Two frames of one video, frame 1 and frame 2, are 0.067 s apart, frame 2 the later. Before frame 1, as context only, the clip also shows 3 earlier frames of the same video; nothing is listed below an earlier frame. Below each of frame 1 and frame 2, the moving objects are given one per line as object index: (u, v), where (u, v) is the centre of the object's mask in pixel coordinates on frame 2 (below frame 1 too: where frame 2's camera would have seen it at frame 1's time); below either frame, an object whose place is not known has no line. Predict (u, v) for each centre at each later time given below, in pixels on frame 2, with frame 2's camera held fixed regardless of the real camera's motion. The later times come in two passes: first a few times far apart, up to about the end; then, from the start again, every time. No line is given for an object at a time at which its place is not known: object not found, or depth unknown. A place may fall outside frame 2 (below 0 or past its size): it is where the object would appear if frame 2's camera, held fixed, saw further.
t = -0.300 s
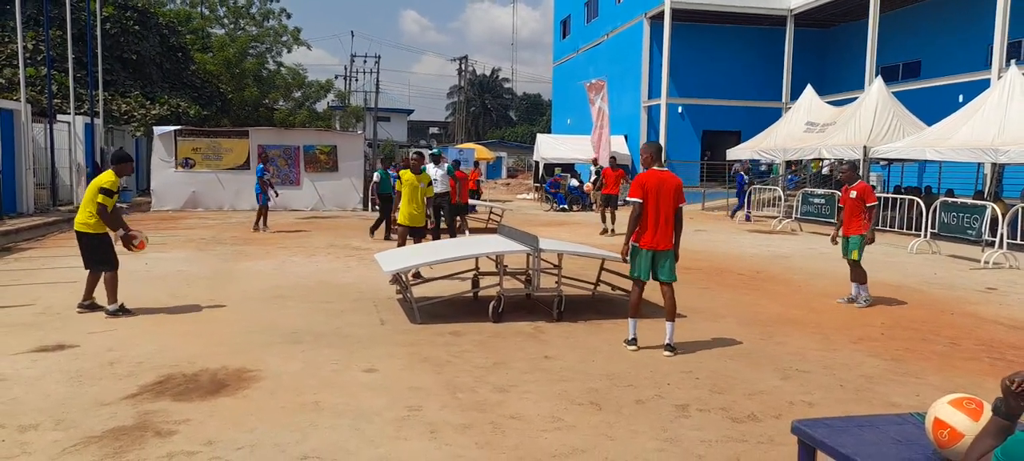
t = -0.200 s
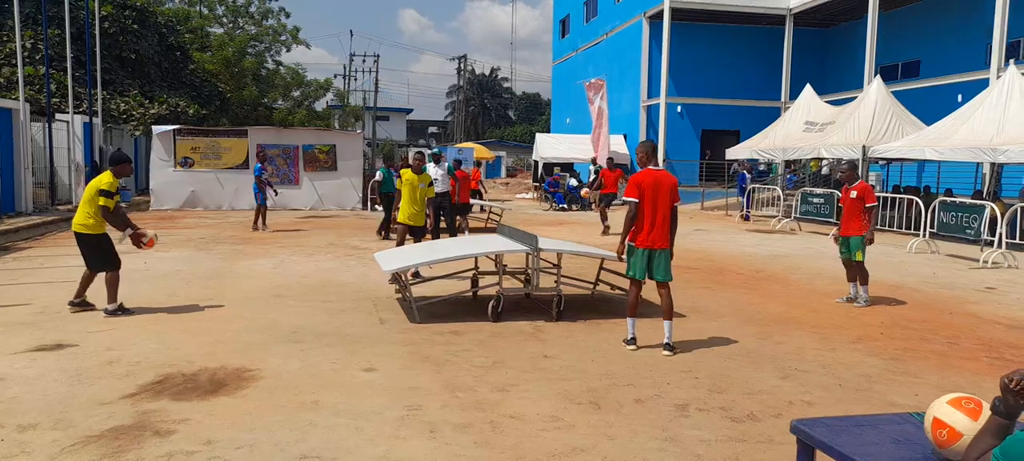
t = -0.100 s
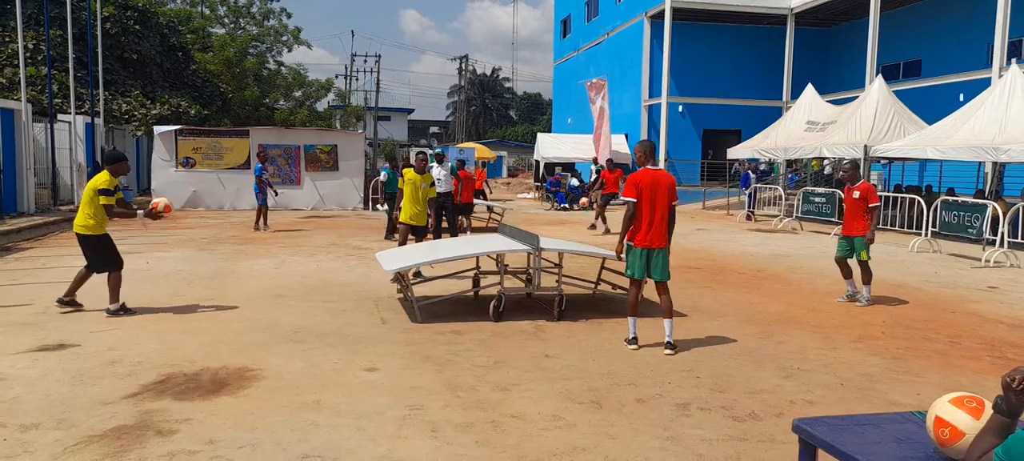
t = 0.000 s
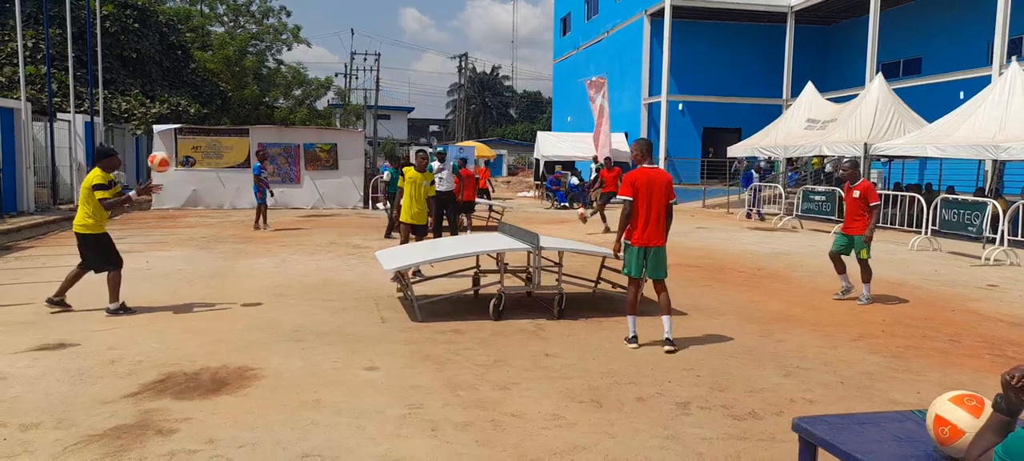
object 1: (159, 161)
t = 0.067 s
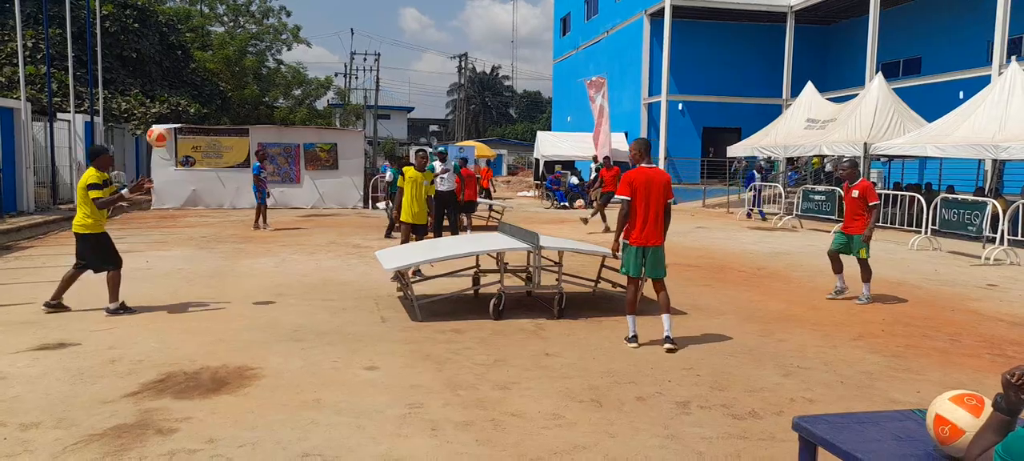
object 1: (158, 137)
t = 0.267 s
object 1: (154, 88)
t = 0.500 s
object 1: (151, 81)
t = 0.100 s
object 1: (157, 125)
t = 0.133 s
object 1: (157, 116)
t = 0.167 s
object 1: (156, 108)
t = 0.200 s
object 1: (156, 100)
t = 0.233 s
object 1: (155, 93)
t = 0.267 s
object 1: (154, 88)
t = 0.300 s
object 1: (154, 84)
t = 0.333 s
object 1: (153, 81)
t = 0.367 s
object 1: (153, 78)
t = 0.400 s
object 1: (152, 77)
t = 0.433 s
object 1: (152, 78)
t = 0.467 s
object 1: (151, 79)
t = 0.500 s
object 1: (151, 81)
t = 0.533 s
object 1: (150, 84)
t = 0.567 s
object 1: (150, 88)
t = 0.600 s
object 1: (150, 94)
